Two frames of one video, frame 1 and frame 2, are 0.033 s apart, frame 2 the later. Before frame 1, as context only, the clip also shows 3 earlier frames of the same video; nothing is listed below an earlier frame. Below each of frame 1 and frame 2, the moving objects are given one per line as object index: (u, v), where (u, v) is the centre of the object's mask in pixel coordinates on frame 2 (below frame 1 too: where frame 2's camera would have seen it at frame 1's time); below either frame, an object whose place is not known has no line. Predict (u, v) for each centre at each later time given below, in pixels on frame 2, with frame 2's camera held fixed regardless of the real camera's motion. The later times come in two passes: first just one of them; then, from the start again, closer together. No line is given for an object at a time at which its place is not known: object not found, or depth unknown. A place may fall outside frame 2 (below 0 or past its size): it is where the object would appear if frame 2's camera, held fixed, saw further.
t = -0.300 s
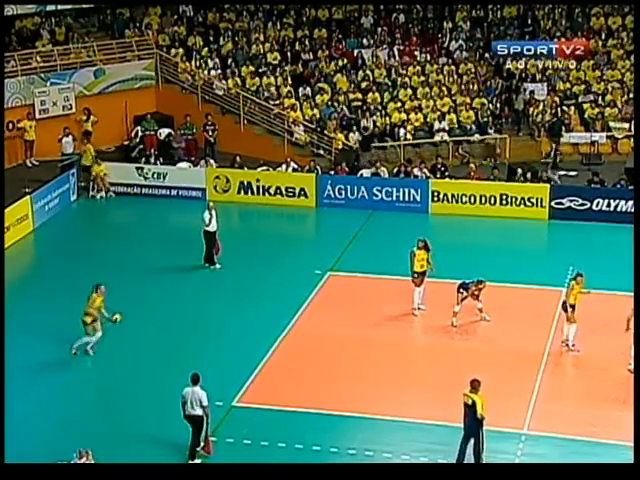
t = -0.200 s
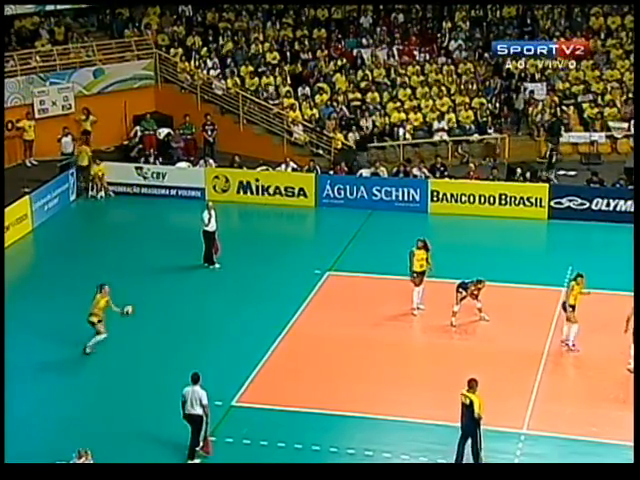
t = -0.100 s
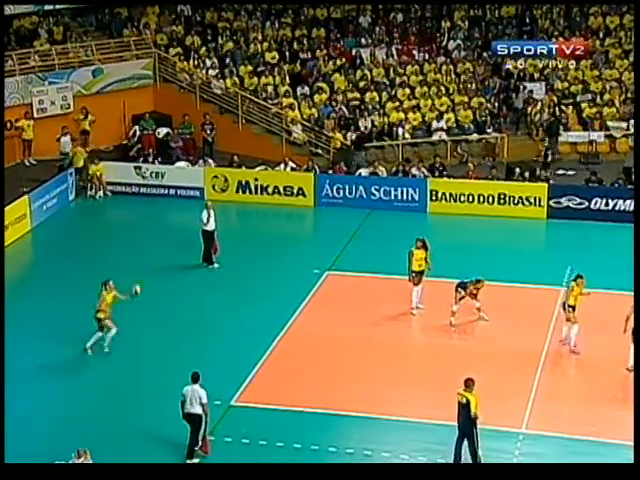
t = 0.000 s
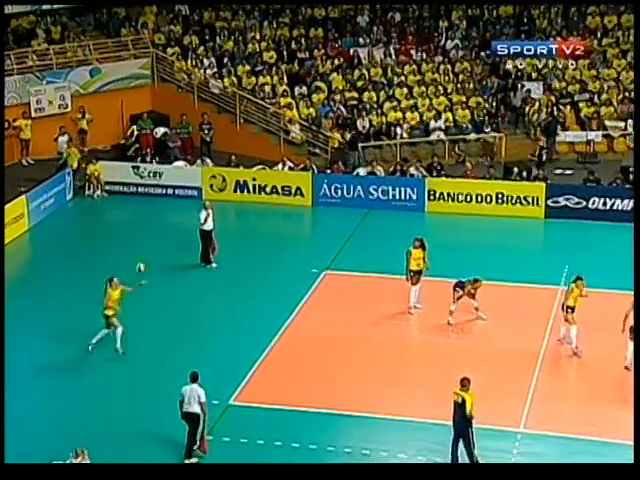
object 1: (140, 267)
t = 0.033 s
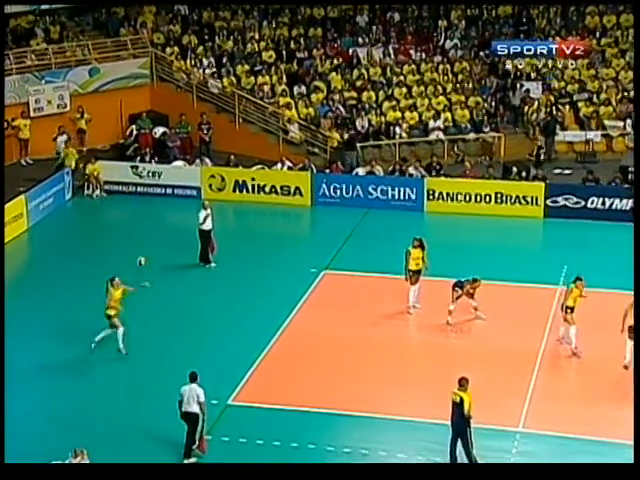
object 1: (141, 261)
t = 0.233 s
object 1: (152, 233)
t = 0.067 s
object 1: (143, 255)
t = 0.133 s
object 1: (147, 246)
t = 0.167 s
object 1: (148, 241)
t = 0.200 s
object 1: (150, 236)
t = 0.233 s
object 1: (152, 233)
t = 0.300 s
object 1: (155, 226)
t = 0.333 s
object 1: (156, 225)
